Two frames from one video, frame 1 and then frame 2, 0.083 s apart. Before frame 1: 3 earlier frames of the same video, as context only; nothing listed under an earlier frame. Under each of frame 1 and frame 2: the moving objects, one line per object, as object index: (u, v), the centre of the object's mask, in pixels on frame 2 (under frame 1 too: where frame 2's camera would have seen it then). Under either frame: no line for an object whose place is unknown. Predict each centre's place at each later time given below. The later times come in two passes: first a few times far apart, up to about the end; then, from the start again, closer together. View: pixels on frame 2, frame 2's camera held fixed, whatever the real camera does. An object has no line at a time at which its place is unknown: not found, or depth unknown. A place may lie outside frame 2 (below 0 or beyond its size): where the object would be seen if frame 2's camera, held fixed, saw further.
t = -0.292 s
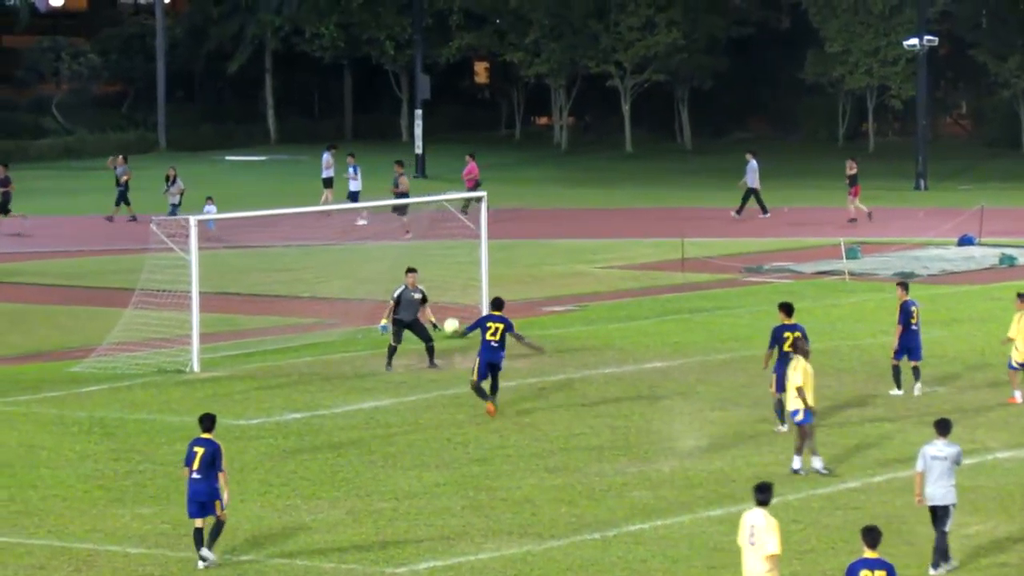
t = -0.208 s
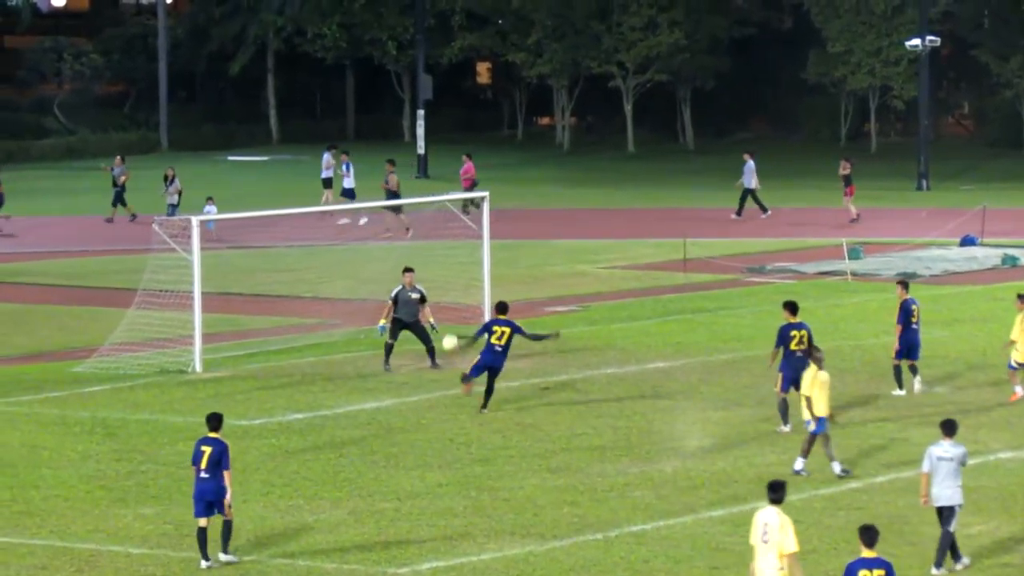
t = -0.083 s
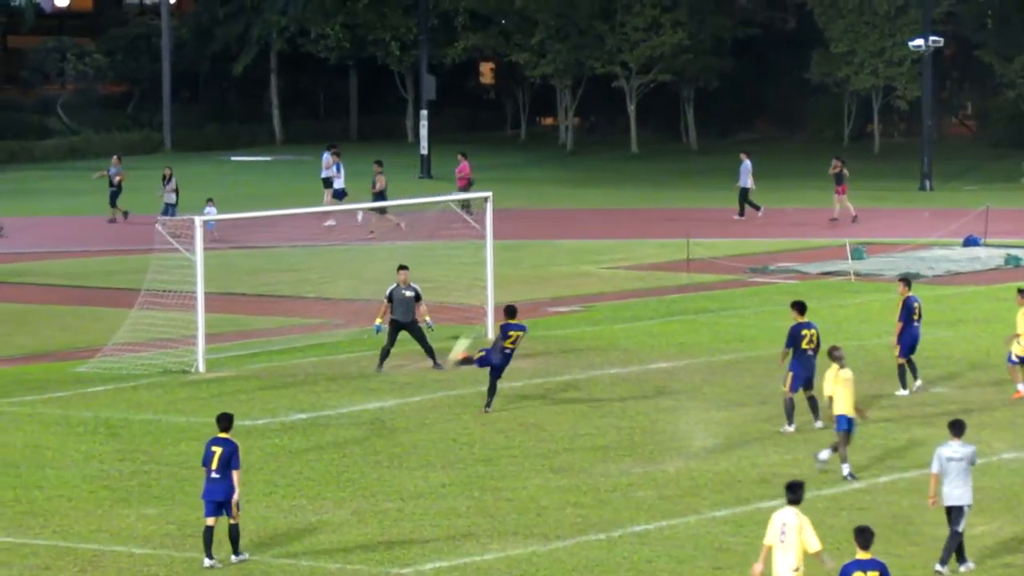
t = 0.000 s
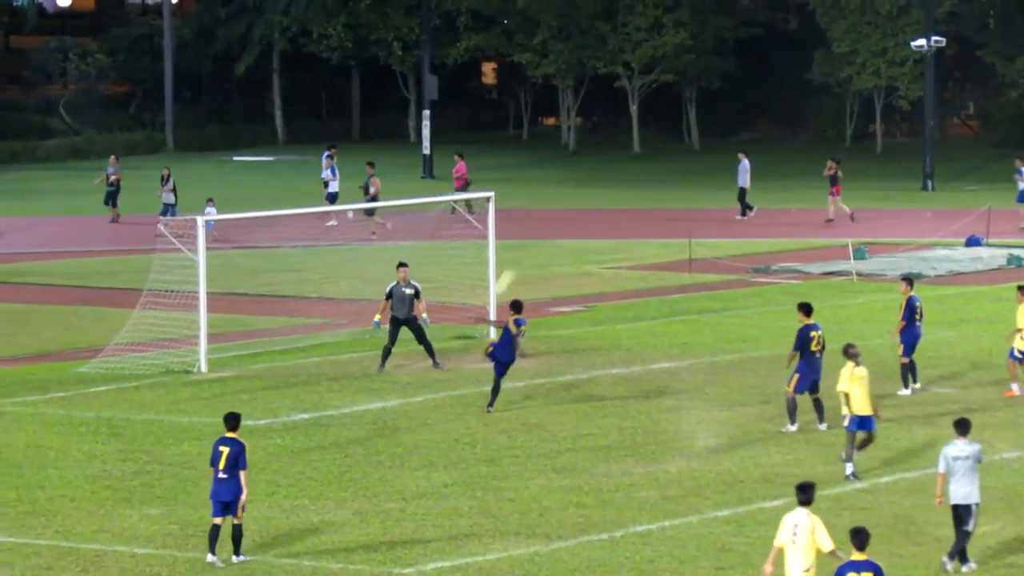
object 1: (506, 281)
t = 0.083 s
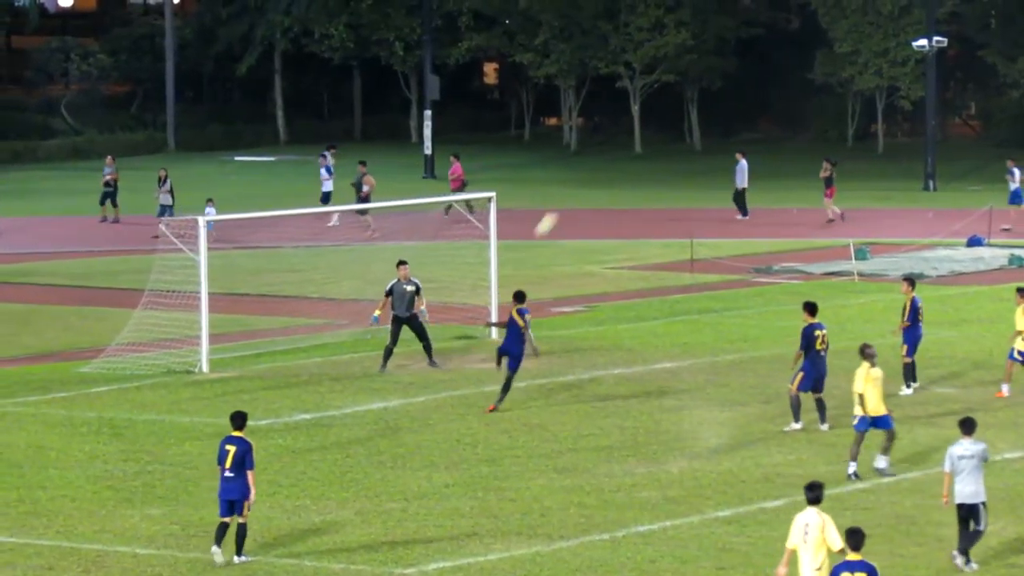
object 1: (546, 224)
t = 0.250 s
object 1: (624, 131)
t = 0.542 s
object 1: (747, 33)
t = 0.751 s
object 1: (825, 6)
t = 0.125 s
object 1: (566, 198)
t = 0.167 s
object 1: (586, 173)
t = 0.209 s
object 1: (605, 151)
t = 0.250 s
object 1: (624, 131)
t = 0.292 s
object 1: (643, 112)
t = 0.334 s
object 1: (661, 95)
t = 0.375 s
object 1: (679, 80)
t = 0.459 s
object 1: (713, 54)
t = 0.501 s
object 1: (730, 43)
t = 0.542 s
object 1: (747, 33)
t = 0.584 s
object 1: (763, 25)
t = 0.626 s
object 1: (779, 18)
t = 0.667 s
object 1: (794, 13)
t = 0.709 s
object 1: (810, 9)
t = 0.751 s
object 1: (825, 6)
